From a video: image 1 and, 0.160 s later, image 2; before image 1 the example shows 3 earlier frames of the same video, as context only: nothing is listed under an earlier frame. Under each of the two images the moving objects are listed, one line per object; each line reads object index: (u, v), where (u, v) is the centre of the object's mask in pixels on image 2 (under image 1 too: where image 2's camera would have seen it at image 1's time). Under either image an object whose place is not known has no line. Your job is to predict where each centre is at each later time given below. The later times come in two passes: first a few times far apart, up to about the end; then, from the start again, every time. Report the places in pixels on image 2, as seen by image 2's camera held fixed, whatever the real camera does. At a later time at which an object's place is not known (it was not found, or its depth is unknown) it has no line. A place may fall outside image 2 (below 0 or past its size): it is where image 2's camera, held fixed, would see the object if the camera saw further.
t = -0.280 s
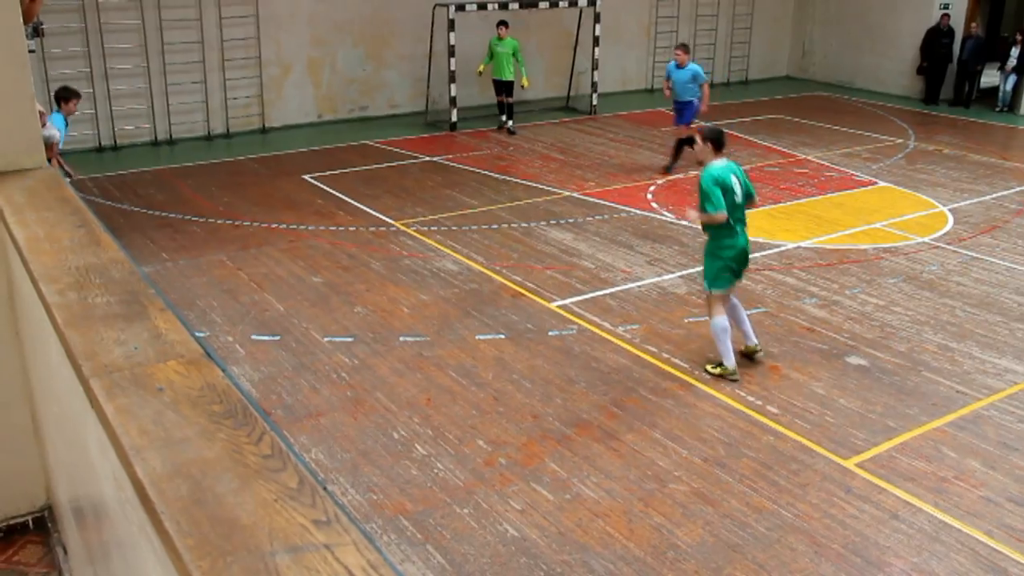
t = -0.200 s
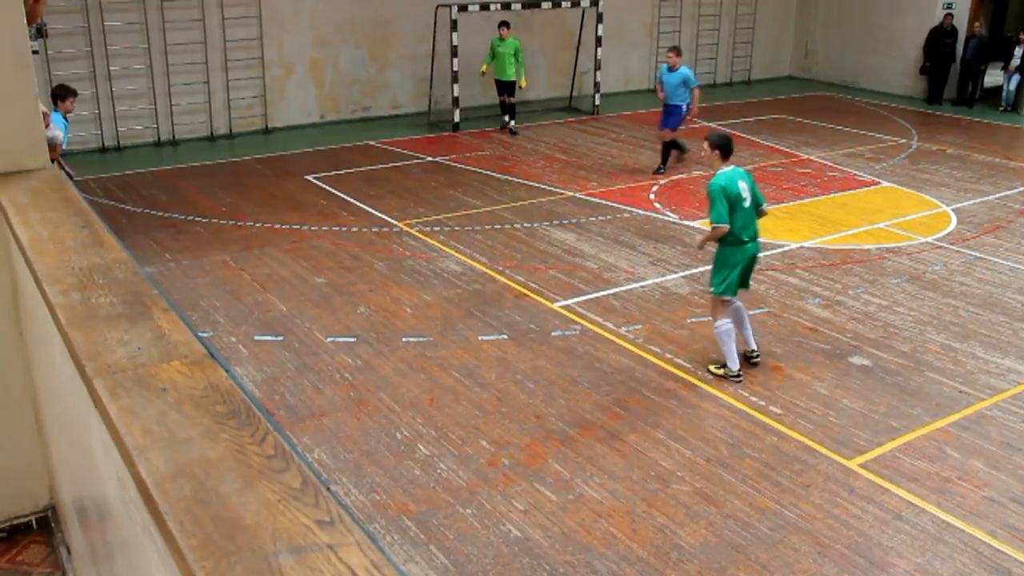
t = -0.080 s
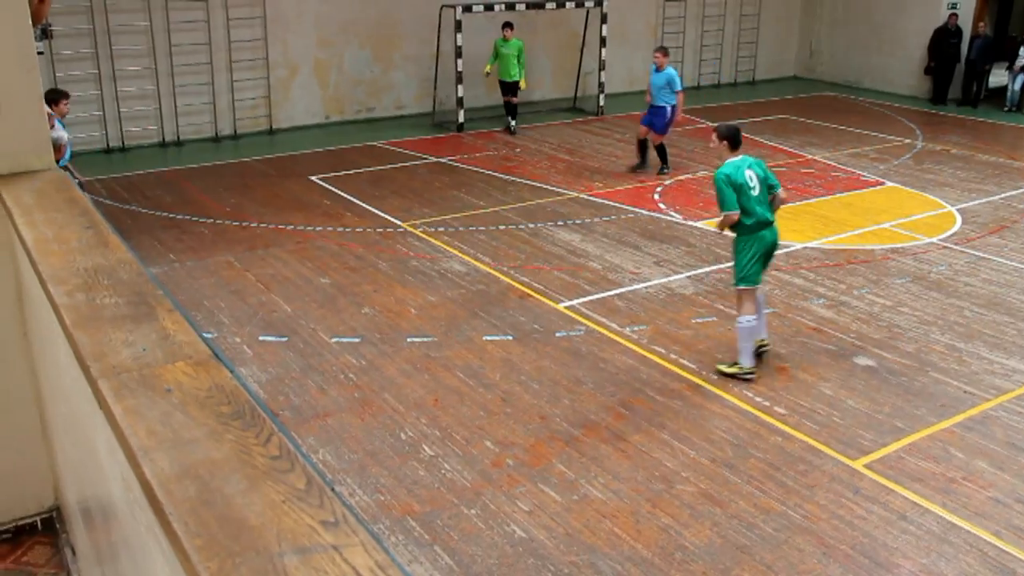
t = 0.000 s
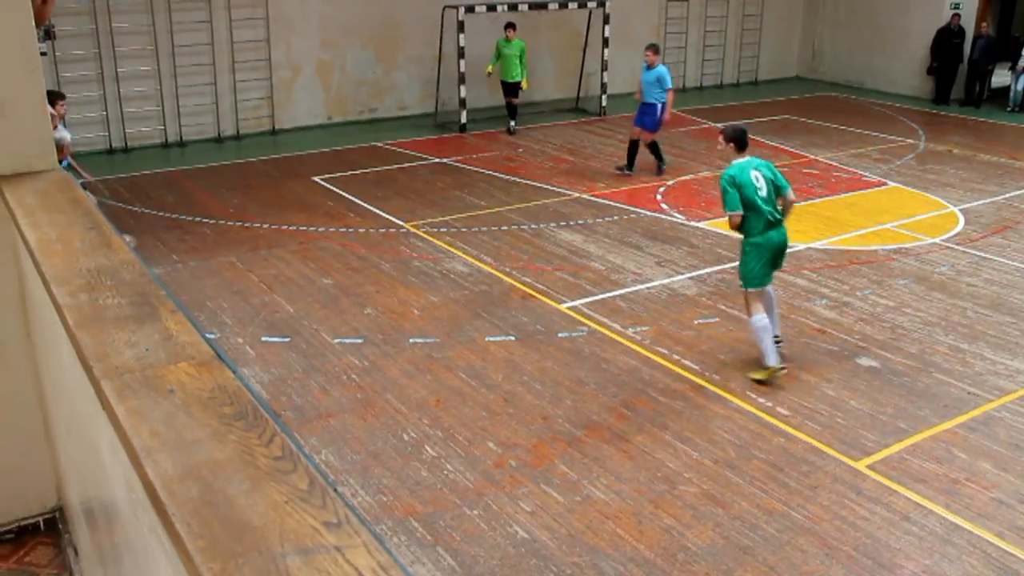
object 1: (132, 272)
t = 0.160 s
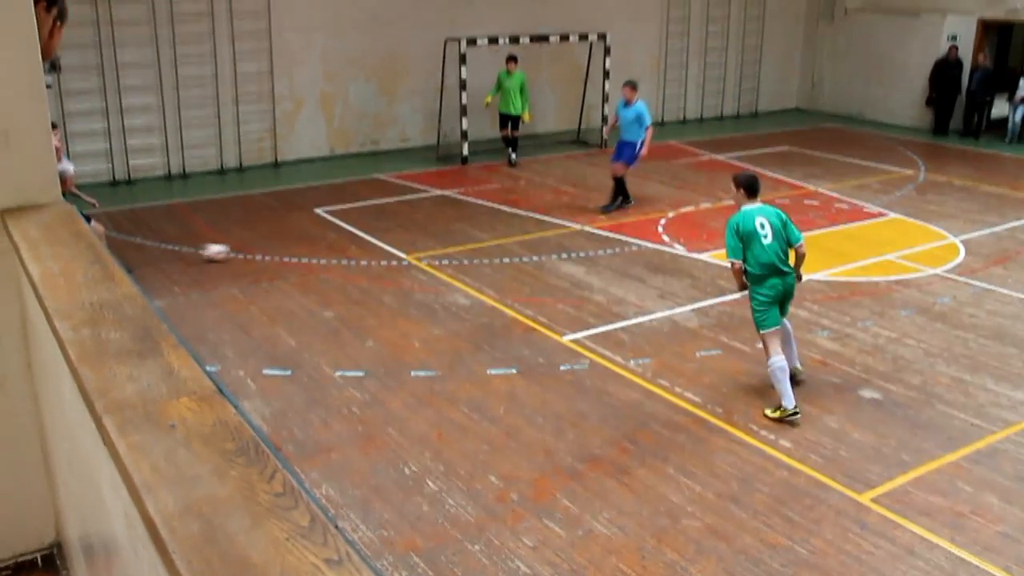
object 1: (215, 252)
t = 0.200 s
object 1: (234, 246)
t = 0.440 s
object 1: (329, 221)
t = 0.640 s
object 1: (389, 205)
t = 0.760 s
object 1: (419, 196)
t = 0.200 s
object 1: (234, 246)
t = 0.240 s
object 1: (254, 241)
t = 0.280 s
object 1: (270, 237)
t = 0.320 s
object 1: (287, 233)
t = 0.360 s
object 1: (302, 229)
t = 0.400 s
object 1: (316, 224)
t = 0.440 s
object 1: (329, 221)
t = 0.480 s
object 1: (343, 218)
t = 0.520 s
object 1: (355, 215)
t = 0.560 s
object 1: (366, 212)
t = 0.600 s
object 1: (377, 208)
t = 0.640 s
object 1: (389, 205)
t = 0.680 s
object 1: (399, 202)
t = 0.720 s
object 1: (409, 199)
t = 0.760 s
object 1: (419, 196)
